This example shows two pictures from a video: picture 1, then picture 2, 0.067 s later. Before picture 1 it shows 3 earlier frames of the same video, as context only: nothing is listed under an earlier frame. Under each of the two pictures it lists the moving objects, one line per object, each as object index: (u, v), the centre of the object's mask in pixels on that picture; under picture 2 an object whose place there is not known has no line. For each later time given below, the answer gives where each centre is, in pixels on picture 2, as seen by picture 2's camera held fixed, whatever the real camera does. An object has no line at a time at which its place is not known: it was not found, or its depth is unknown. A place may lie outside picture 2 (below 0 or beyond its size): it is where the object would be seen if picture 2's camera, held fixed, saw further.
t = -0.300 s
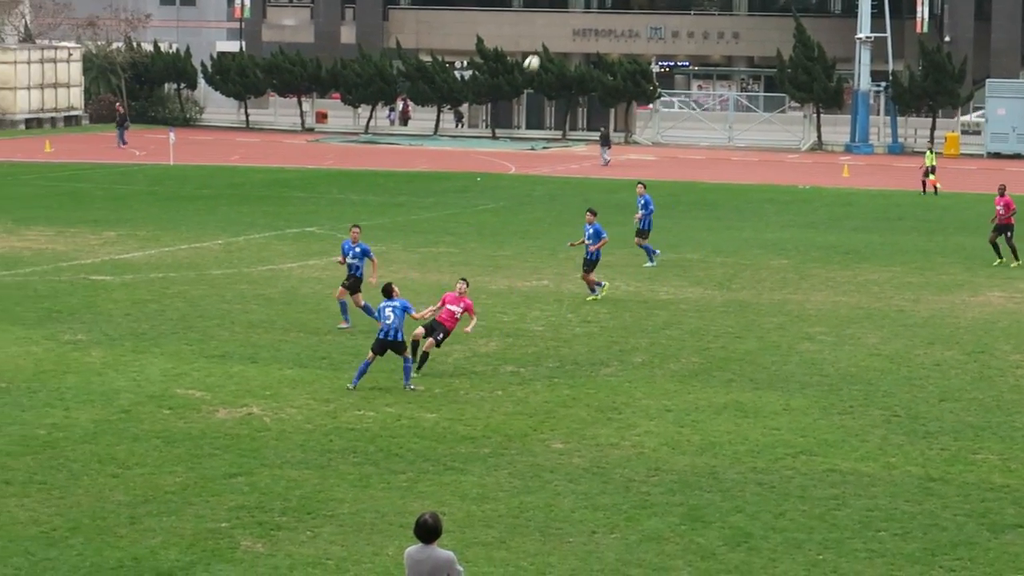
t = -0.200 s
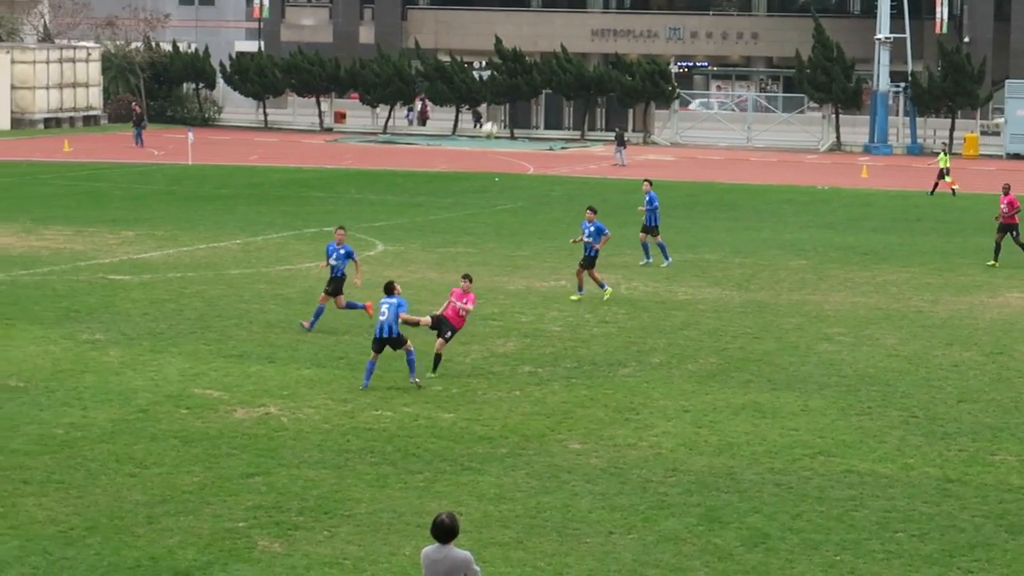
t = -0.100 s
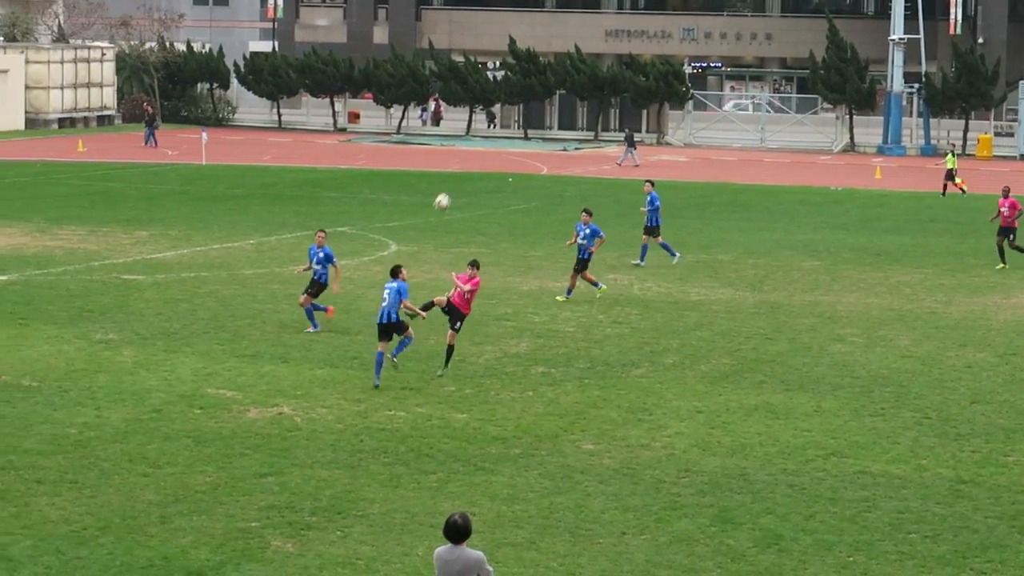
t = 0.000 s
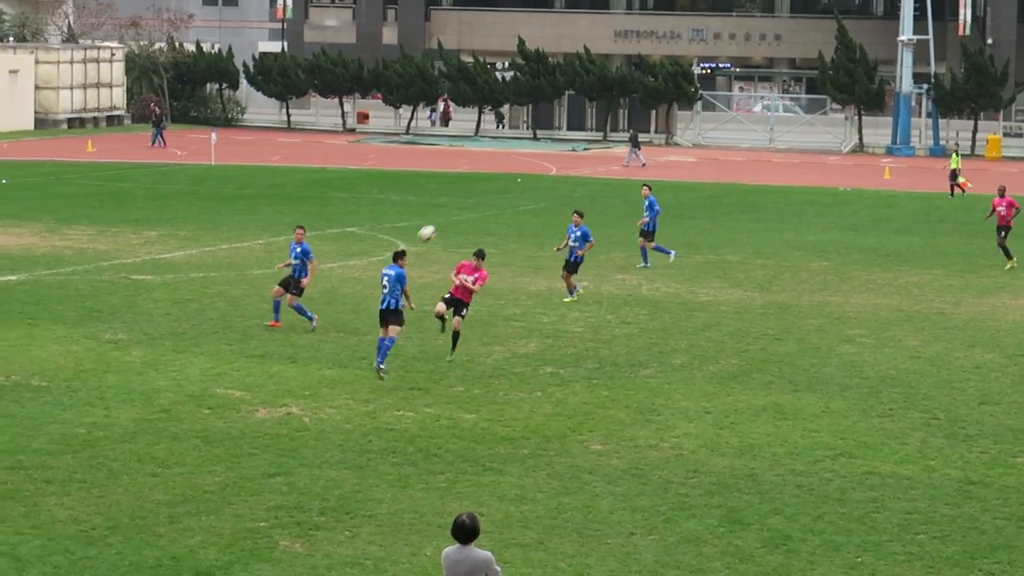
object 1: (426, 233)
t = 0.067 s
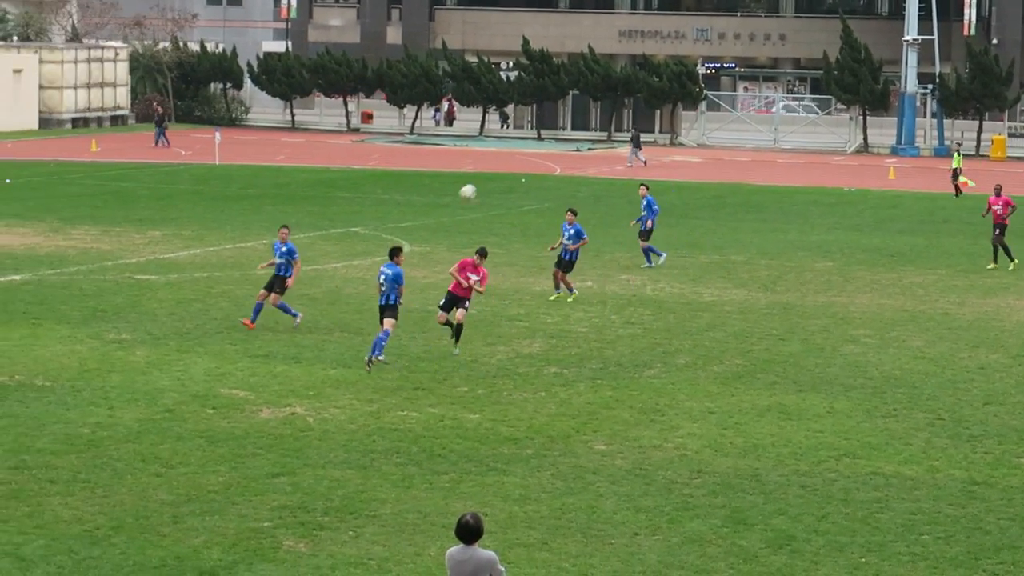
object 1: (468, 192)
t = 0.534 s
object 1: (719, 5)
